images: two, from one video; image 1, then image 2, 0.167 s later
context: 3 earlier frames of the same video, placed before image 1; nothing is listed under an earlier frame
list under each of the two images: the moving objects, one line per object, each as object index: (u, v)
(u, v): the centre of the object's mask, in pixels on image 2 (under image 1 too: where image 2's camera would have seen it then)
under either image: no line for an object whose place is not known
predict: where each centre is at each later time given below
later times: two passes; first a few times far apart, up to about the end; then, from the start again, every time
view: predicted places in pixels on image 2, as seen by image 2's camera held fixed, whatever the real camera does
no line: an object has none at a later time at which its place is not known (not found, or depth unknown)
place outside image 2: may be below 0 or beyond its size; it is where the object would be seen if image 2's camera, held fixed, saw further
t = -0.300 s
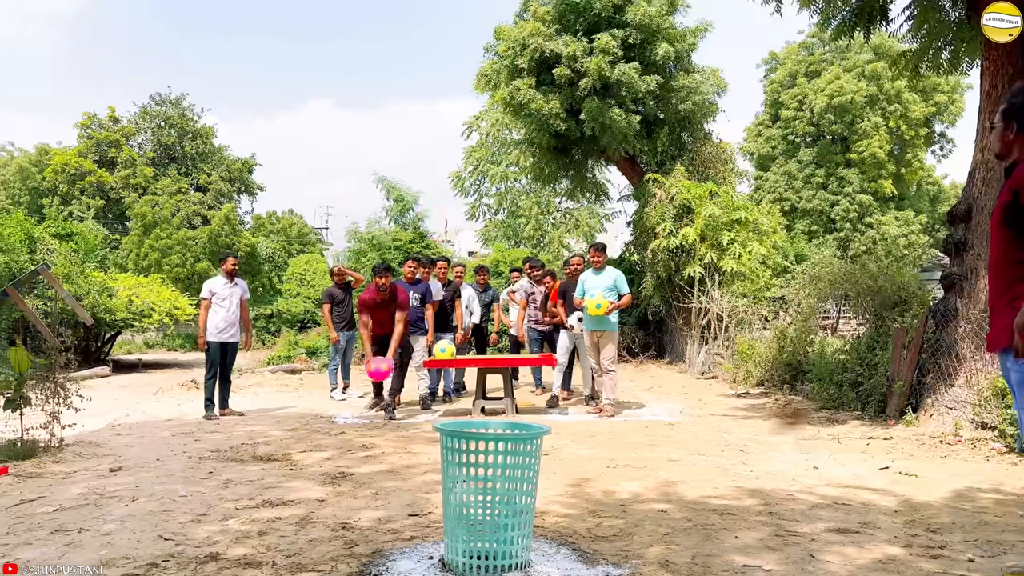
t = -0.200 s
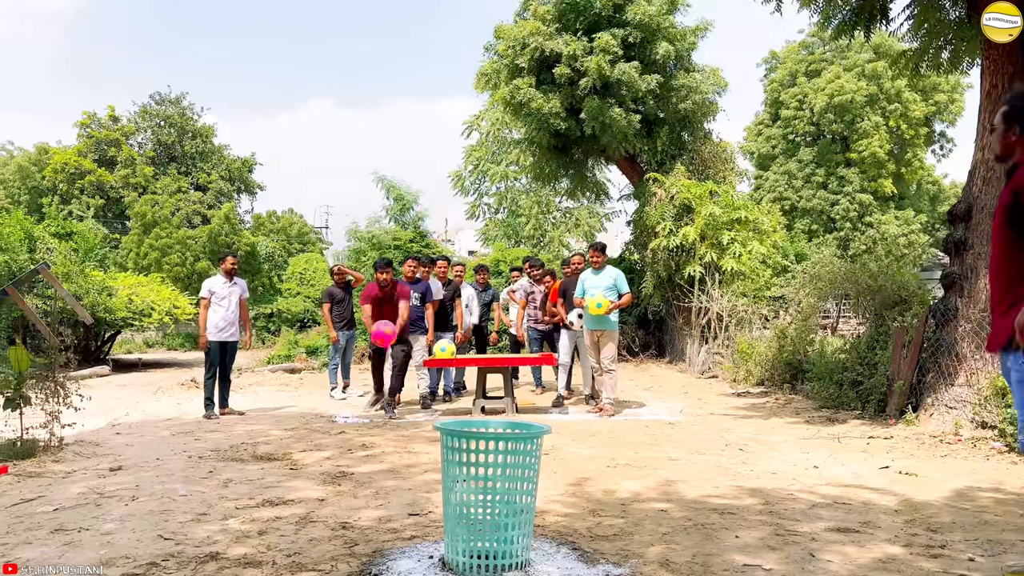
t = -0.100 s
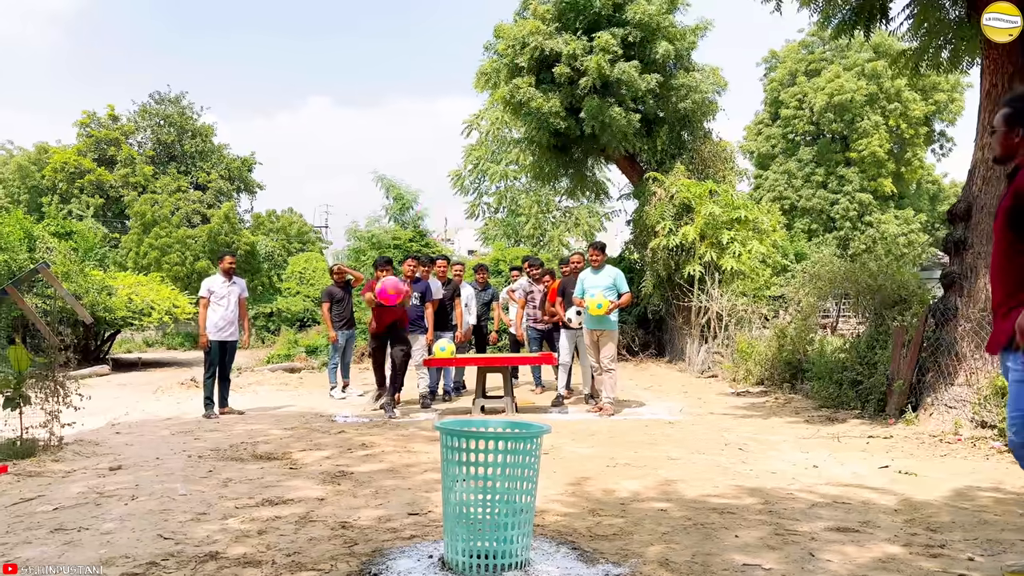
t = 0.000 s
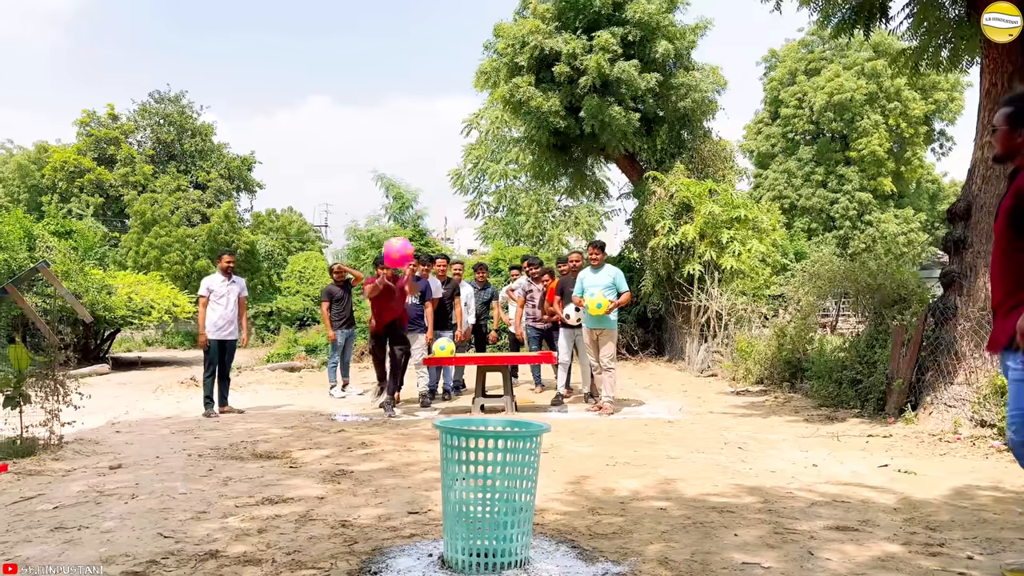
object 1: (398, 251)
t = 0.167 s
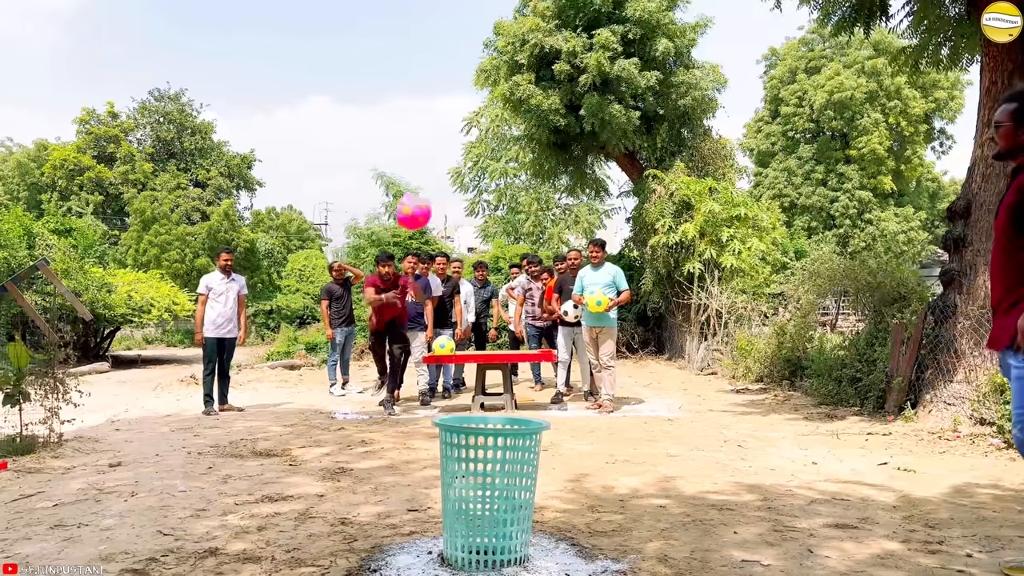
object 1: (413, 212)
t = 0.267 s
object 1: (424, 206)
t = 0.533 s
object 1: (474, 281)
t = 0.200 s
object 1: (416, 209)
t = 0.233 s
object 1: (420, 206)
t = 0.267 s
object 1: (424, 206)
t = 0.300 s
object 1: (429, 208)
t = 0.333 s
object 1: (434, 210)
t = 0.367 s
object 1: (440, 215)
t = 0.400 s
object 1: (445, 222)
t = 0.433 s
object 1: (452, 232)
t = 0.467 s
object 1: (458, 245)
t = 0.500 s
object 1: (467, 260)
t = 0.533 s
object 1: (474, 281)
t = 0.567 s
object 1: (483, 305)
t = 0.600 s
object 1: (492, 334)
